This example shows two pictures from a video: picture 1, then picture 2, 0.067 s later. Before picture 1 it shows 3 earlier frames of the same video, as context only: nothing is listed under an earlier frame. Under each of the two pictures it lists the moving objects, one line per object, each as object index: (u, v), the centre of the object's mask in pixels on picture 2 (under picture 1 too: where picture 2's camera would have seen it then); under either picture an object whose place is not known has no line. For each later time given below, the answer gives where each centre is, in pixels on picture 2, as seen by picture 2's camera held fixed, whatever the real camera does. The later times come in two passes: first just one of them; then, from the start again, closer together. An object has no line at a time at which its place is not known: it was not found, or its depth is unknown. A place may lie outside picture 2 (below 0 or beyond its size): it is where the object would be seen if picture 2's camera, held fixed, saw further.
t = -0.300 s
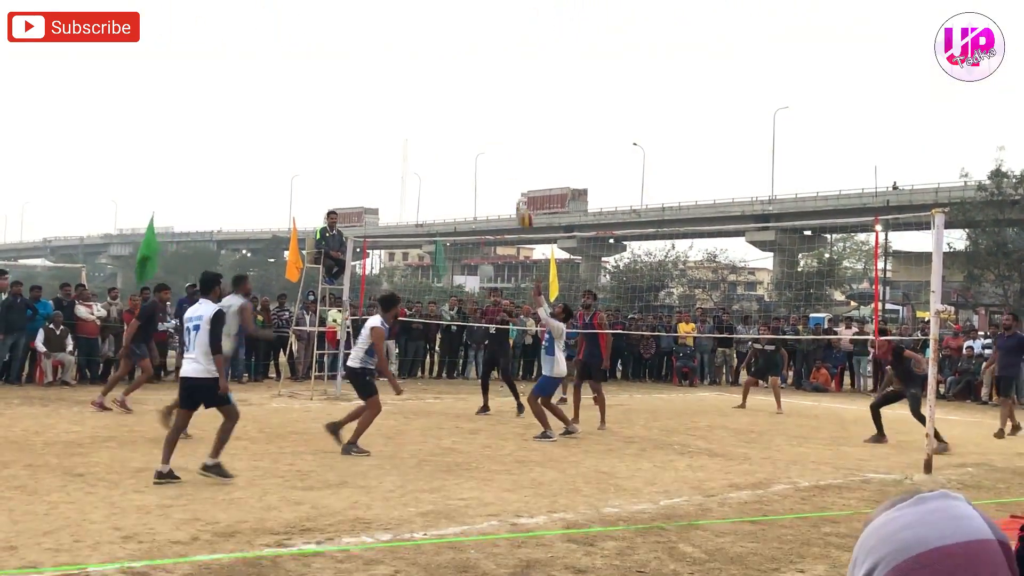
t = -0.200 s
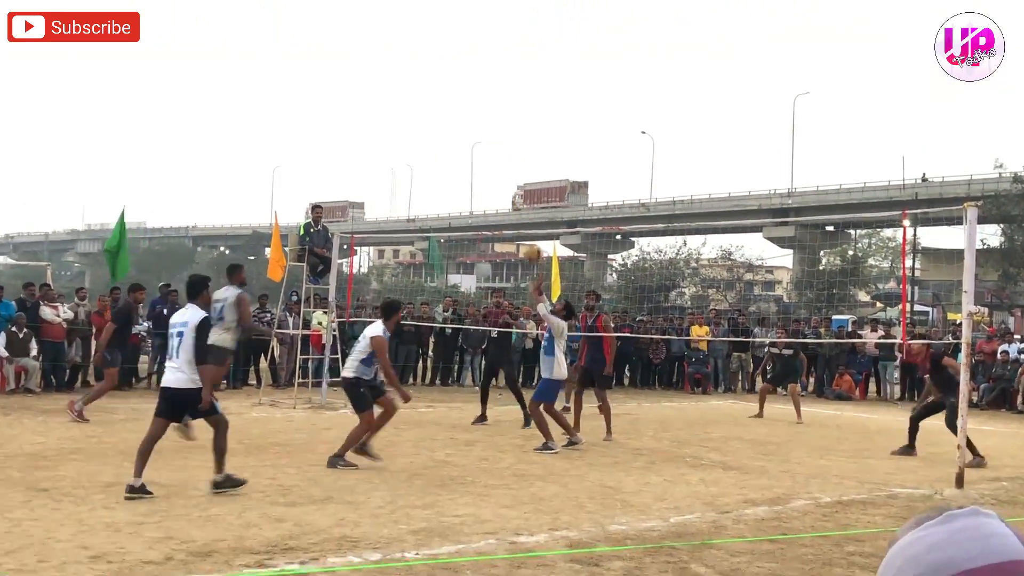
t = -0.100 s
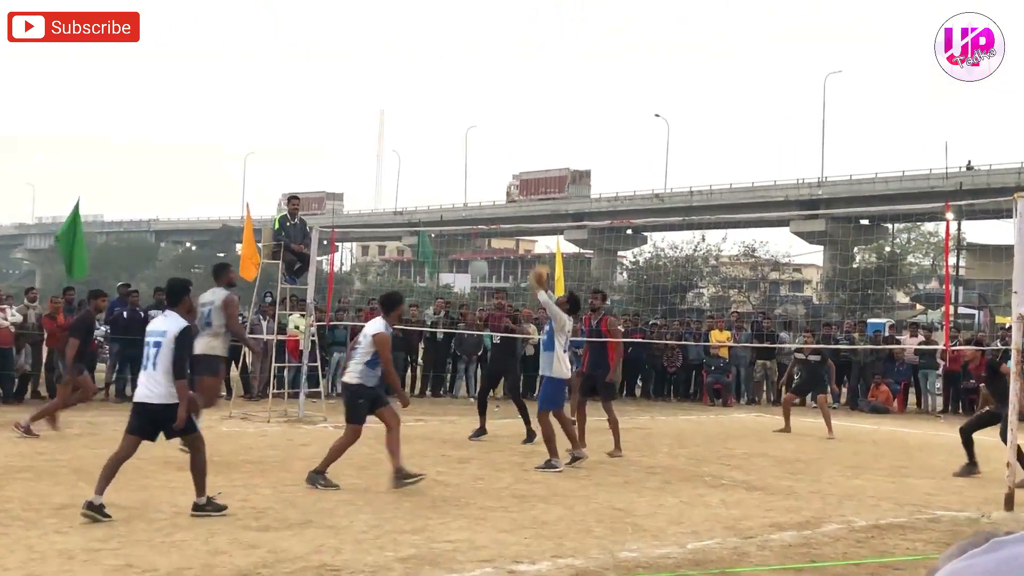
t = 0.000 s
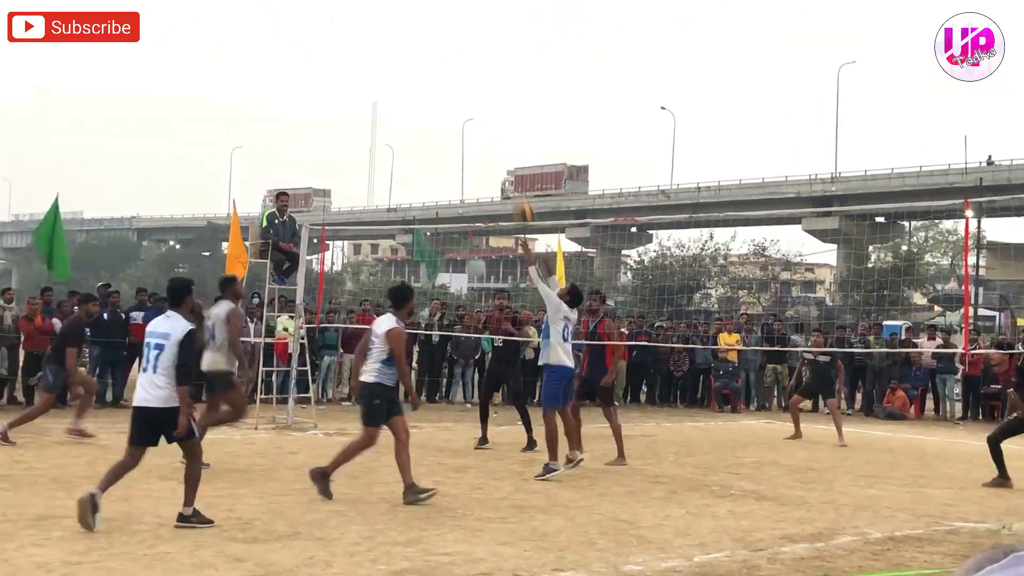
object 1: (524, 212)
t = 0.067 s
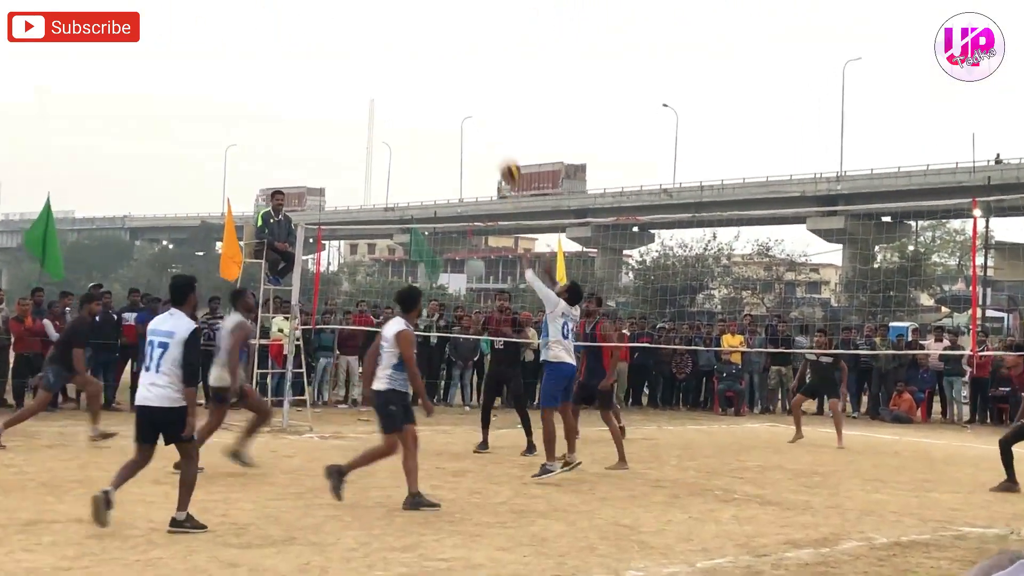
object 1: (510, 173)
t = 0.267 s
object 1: (469, 79)
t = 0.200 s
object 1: (482, 104)
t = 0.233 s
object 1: (475, 91)
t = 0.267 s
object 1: (469, 79)
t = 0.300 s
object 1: (462, 68)
